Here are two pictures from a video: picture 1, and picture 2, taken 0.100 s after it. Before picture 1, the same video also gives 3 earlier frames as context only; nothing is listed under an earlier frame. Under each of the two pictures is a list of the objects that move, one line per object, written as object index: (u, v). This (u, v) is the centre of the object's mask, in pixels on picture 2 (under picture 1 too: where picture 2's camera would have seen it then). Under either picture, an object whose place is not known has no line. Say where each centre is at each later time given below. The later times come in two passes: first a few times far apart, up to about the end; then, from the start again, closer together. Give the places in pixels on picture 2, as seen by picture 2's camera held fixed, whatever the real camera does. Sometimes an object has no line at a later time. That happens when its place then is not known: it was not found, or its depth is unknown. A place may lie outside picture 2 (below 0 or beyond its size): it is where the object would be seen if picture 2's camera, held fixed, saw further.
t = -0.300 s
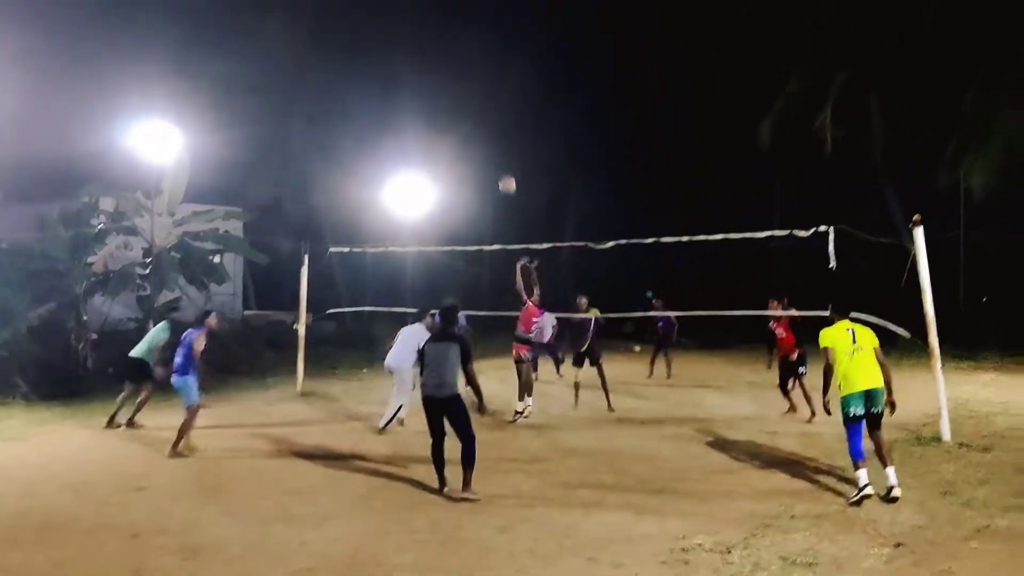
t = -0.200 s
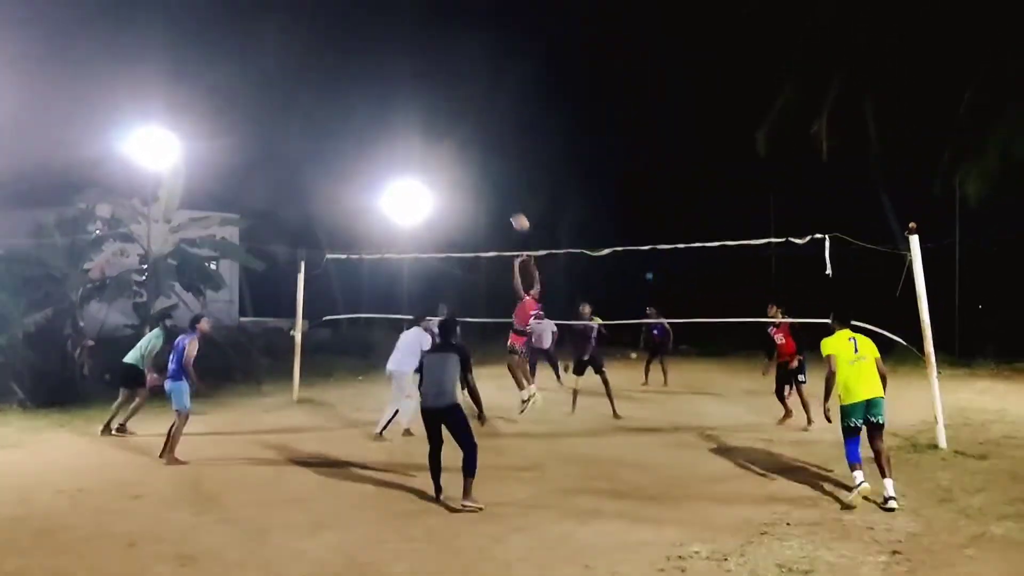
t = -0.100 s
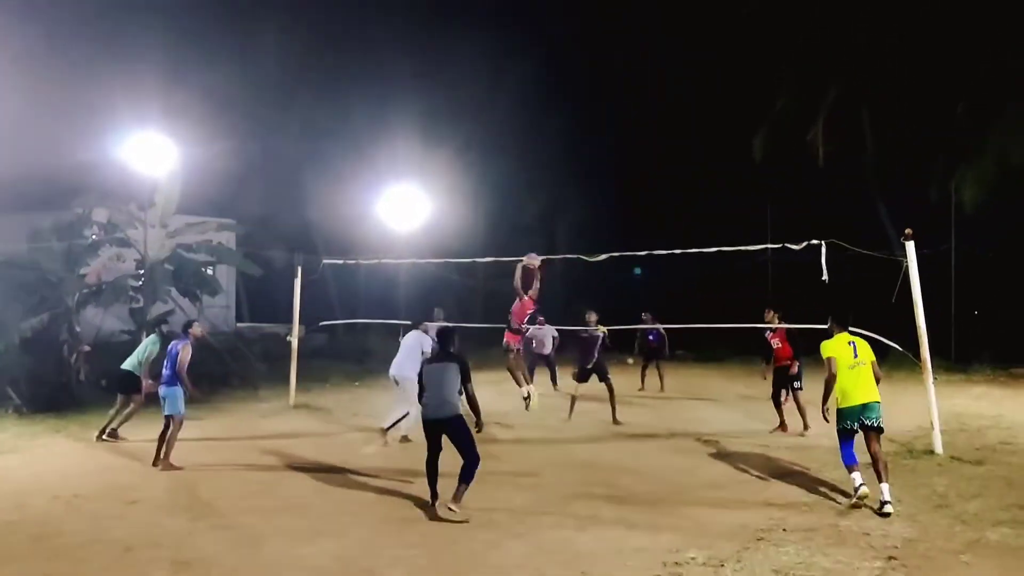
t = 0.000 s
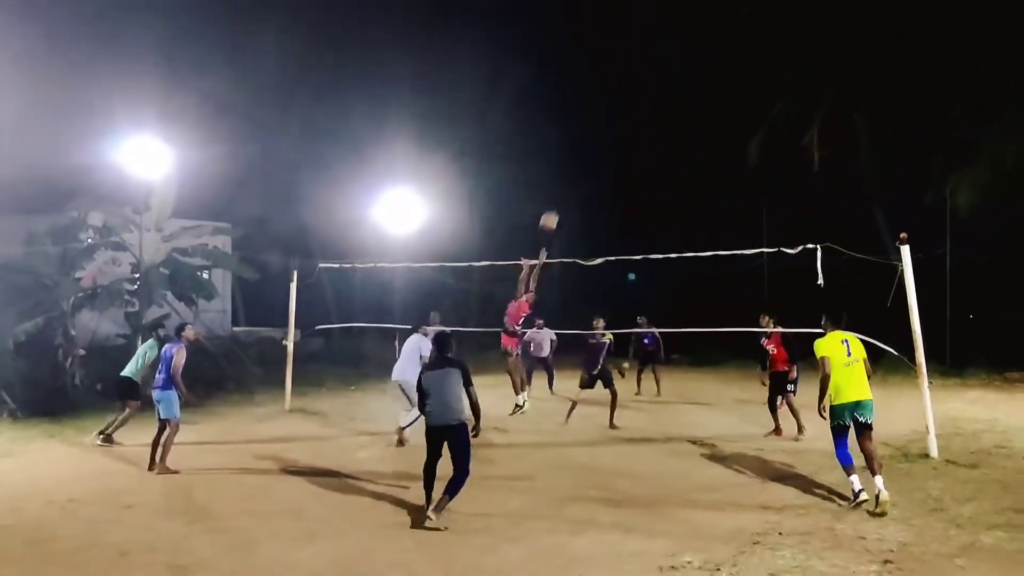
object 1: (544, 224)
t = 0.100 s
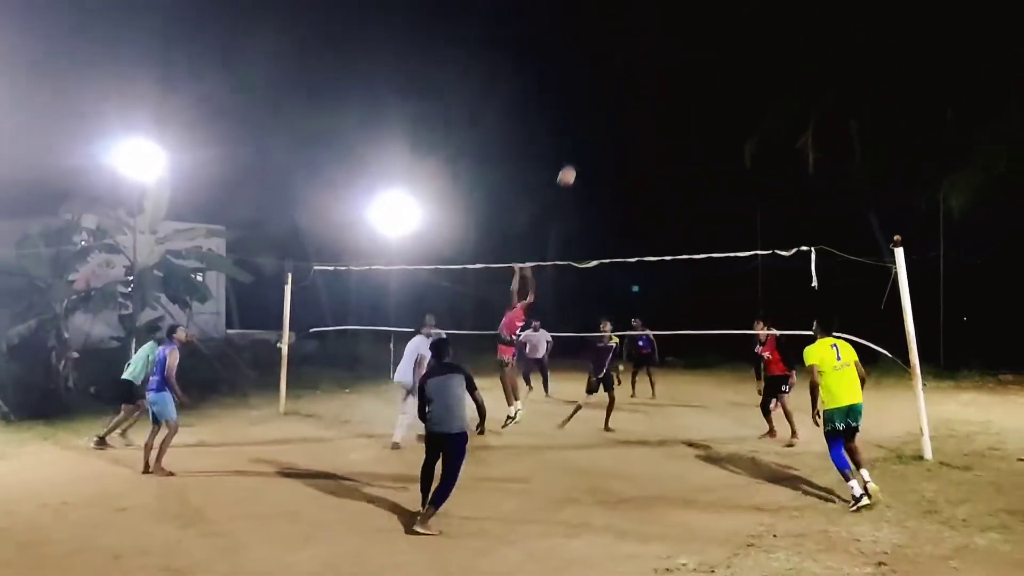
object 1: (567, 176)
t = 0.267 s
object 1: (605, 112)
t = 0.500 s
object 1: (659, 54)
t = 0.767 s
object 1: (725, 40)
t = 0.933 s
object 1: (767, 62)
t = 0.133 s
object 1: (574, 162)
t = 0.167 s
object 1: (582, 148)
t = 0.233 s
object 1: (597, 123)
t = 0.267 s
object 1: (605, 112)
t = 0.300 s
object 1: (613, 101)
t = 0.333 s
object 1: (620, 92)
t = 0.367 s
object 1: (628, 82)
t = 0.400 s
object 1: (636, 74)
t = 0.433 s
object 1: (644, 66)
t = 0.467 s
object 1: (651, 60)
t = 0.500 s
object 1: (659, 54)
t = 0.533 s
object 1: (667, 49)
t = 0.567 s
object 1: (675, 44)
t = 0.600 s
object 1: (683, 42)
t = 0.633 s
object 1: (691, 39)
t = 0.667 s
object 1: (700, 38)
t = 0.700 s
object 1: (708, 38)
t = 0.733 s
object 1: (716, 39)
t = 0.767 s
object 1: (725, 40)
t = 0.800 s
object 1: (733, 43)
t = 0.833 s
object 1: (741, 46)
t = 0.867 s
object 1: (750, 51)
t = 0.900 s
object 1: (758, 56)
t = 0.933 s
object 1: (767, 62)
